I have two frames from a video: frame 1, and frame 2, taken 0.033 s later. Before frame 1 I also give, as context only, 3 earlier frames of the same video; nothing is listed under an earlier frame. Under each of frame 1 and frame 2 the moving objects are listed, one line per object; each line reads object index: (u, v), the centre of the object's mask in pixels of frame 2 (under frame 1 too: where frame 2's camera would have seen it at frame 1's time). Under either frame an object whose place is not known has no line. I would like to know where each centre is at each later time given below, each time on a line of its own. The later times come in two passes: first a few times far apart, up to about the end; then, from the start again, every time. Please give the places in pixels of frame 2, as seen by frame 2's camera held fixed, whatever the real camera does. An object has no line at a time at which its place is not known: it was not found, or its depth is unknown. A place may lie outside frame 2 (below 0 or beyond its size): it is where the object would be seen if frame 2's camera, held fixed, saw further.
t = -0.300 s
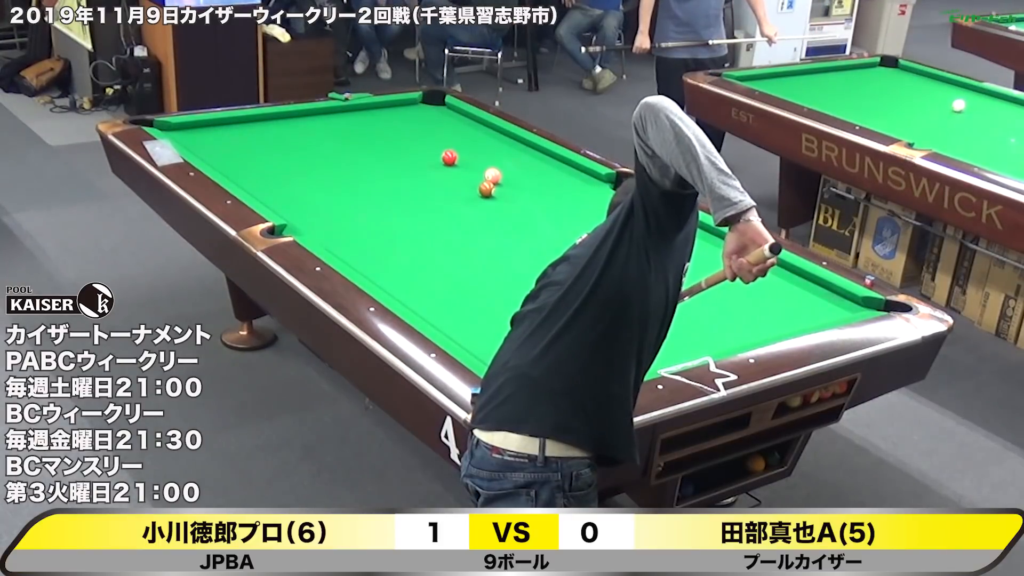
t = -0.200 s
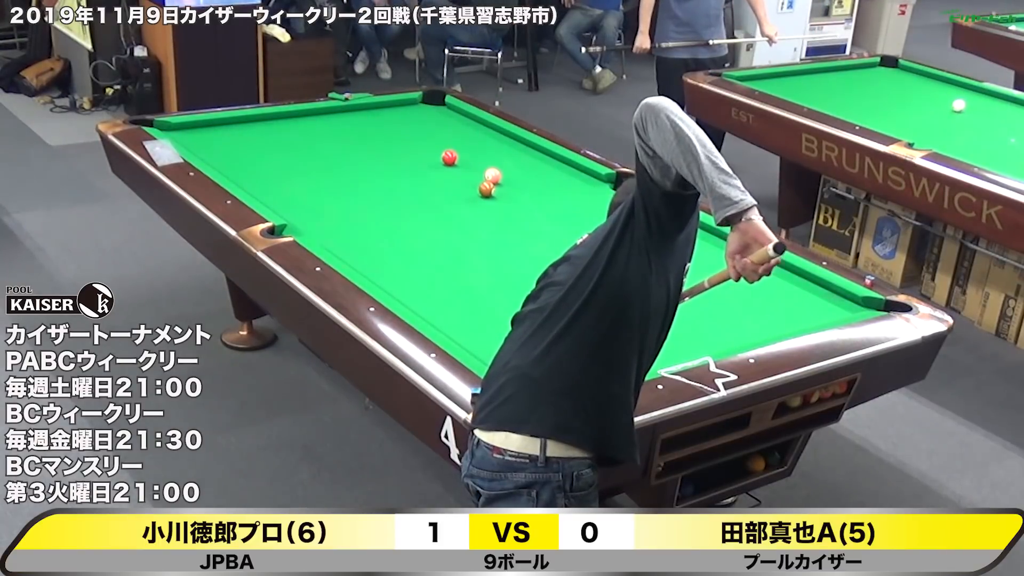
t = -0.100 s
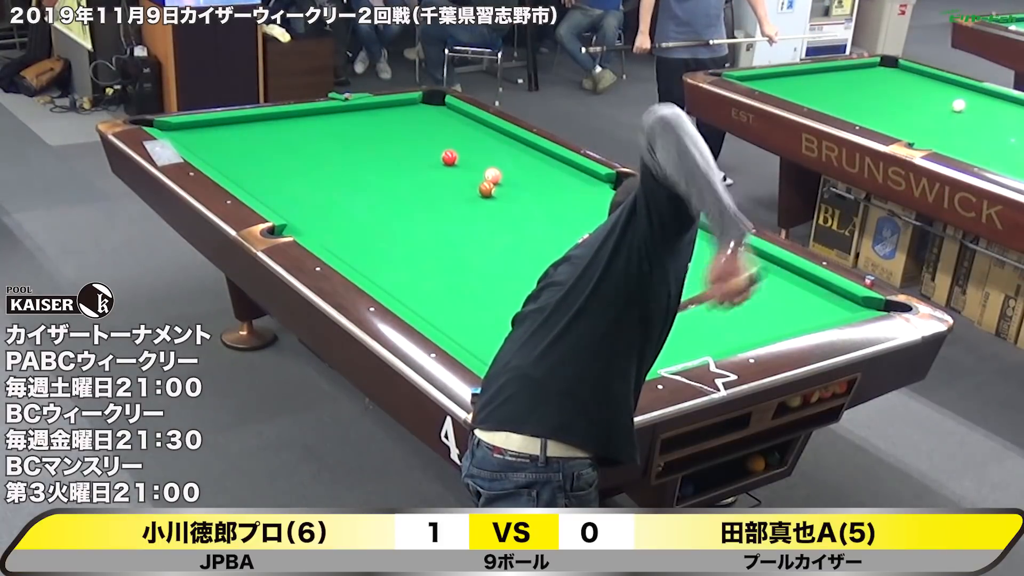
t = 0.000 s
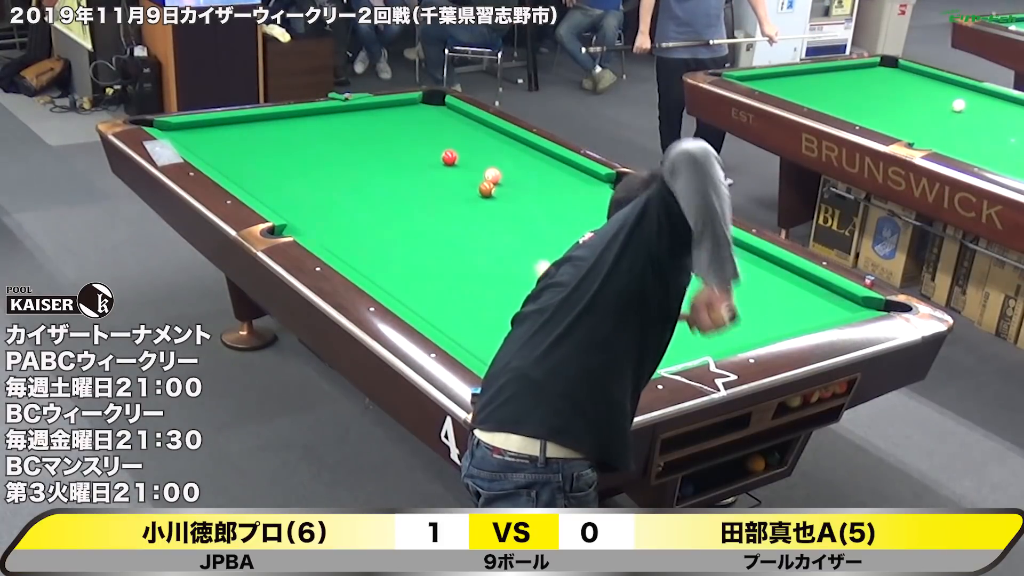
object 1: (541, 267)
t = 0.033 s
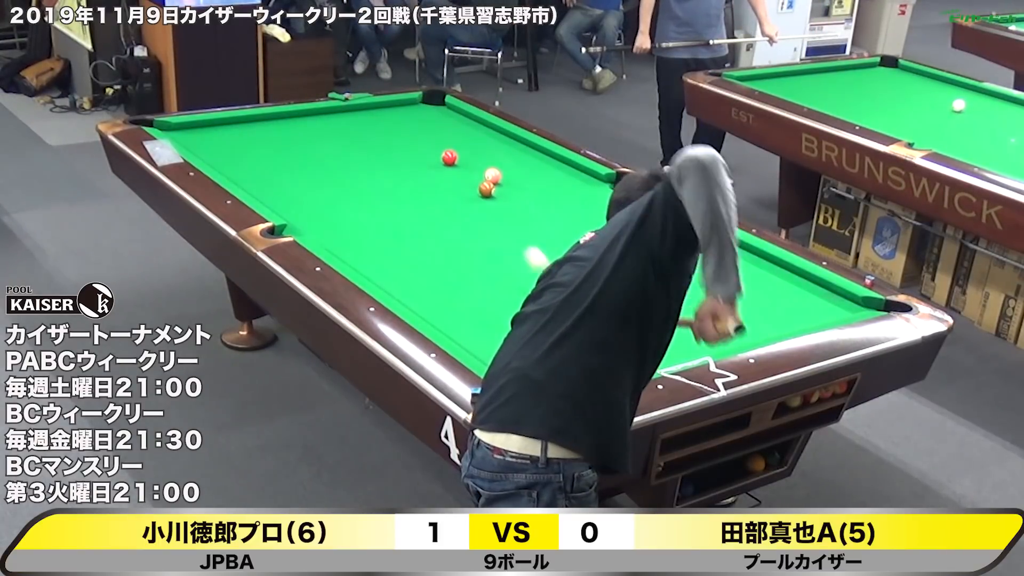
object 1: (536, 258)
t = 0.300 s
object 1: (470, 195)
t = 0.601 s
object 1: (406, 154)
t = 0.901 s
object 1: (341, 138)
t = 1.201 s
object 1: (281, 123)
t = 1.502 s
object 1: (253, 125)
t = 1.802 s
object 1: (246, 136)
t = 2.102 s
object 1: (239, 148)
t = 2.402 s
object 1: (232, 161)
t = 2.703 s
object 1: (226, 171)
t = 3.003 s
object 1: (245, 179)
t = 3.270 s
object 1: (262, 184)
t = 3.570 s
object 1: (281, 189)
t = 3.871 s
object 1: (299, 194)
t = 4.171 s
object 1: (315, 198)
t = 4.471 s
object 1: (330, 202)
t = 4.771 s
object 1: (343, 205)
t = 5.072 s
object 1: (354, 209)
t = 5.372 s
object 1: (364, 211)
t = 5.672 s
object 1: (371, 213)
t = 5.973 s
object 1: (378, 215)
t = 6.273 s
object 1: (382, 216)
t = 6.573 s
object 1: (385, 217)
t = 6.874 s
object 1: (386, 217)
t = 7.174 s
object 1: (386, 217)
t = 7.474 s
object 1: (386, 217)
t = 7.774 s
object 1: (386, 217)
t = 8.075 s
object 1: (386, 217)
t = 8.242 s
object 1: (386, 217)
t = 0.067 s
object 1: (526, 247)
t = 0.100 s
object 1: (517, 242)
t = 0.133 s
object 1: (508, 238)
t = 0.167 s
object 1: (498, 231)
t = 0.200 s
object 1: (491, 218)
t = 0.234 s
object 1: (484, 207)
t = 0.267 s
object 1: (477, 199)
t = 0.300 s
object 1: (470, 195)
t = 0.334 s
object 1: (464, 186)
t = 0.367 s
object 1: (459, 178)
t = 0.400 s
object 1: (453, 172)
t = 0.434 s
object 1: (448, 165)
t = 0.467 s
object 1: (441, 160)
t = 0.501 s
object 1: (432, 158)
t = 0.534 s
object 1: (423, 157)
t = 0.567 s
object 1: (414, 156)
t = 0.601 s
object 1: (406, 154)
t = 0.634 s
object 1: (399, 152)
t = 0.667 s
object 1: (391, 150)
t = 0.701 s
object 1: (384, 149)
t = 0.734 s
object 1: (377, 147)
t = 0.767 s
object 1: (369, 145)
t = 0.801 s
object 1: (362, 143)
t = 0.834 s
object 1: (355, 141)
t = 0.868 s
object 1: (348, 140)
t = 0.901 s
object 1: (341, 138)
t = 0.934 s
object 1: (334, 136)
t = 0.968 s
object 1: (327, 135)
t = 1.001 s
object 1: (320, 133)
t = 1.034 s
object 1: (314, 131)
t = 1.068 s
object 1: (307, 130)
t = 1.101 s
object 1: (300, 128)
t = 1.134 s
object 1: (294, 126)
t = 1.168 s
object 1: (287, 125)
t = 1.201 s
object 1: (281, 123)
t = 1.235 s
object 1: (274, 122)
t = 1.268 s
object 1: (268, 120)
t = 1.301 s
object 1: (261, 118)
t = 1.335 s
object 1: (257, 118)
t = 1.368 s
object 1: (256, 119)
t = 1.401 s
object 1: (255, 121)
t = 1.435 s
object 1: (255, 122)
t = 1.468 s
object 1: (254, 123)
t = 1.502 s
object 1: (253, 125)
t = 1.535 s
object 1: (252, 126)
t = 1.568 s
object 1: (252, 127)
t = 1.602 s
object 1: (251, 128)
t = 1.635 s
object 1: (250, 130)
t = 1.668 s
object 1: (249, 131)
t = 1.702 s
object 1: (249, 132)
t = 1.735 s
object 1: (248, 134)
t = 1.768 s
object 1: (247, 135)
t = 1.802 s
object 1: (246, 136)
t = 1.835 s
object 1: (245, 138)
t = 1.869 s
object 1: (245, 139)
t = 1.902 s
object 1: (244, 140)
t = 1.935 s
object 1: (243, 142)
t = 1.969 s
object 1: (242, 143)
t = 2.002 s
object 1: (242, 144)
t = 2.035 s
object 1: (241, 146)
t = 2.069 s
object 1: (240, 147)
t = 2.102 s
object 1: (239, 148)
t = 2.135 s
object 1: (238, 150)
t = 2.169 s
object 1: (238, 151)
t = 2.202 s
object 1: (237, 153)
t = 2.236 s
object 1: (236, 154)
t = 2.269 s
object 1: (235, 155)
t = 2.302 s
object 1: (235, 157)
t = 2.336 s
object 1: (234, 158)
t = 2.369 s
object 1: (233, 159)
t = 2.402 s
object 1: (232, 161)
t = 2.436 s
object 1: (231, 162)
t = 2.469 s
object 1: (231, 163)
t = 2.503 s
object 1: (230, 165)
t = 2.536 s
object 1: (229, 166)
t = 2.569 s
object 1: (228, 167)
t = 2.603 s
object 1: (228, 169)
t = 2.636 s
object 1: (227, 170)
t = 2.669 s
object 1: (226, 170)
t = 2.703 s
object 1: (226, 171)
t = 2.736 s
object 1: (227, 172)
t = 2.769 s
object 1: (229, 173)
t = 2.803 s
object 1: (232, 174)
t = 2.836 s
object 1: (234, 175)
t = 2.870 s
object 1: (236, 176)
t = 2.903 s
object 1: (238, 177)
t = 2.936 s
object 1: (240, 178)
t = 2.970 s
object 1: (243, 178)
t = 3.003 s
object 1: (245, 179)
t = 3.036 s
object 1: (247, 180)
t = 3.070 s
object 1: (249, 180)
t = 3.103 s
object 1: (251, 181)
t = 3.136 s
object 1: (254, 181)
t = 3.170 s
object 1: (256, 182)
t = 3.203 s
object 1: (258, 183)
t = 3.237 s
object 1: (260, 183)
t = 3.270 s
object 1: (262, 184)
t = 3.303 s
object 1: (265, 184)
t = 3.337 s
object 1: (267, 185)
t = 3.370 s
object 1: (269, 186)
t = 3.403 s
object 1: (271, 186)
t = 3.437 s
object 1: (273, 187)
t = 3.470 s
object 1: (275, 187)
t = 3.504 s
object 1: (277, 188)
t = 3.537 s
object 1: (279, 189)
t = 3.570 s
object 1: (281, 189)
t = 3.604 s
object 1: (283, 190)
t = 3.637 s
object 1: (285, 190)
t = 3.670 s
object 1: (287, 190)
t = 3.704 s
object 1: (289, 191)
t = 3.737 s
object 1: (291, 192)
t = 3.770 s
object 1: (293, 192)
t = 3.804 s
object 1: (295, 193)
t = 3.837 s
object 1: (297, 193)
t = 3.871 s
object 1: (299, 194)
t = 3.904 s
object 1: (301, 194)
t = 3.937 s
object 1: (302, 195)
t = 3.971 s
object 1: (304, 195)
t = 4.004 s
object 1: (306, 196)
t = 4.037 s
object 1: (308, 196)
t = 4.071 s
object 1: (310, 197)
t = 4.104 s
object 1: (311, 197)
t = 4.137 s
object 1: (313, 198)
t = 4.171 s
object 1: (315, 198)
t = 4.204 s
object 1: (317, 199)
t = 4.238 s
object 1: (318, 199)
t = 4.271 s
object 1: (320, 199)
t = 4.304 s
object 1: (322, 200)
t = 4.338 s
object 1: (323, 201)
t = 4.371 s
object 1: (325, 201)
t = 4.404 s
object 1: (327, 201)
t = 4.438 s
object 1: (328, 201)
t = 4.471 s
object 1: (330, 202)
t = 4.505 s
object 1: (331, 203)
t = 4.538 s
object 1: (333, 203)
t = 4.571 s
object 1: (334, 203)
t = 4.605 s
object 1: (336, 204)
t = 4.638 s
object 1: (337, 204)
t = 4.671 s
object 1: (338, 204)
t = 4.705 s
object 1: (340, 205)
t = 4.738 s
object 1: (341, 205)
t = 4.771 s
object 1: (343, 205)
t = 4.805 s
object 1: (344, 206)
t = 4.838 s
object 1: (345, 206)
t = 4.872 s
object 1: (347, 206)
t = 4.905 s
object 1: (348, 207)
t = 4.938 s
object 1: (349, 207)
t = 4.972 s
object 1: (350, 207)
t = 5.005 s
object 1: (352, 208)
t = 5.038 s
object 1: (353, 208)
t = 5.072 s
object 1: (354, 209)
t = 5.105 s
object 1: (355, 209)
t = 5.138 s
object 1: (356, 209)
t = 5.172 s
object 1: (357, 209)
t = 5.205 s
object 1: (359, 210)
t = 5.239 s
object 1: (360, 210)
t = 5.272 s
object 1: (361, 210)
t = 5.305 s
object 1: (362, 211)
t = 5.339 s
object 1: (363, 211)
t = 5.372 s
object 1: (364, 211)
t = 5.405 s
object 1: (365, 211)
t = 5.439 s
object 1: (366, 211)
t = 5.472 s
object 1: (367, 212)
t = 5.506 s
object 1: (367, 212)
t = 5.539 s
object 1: (368, 213)
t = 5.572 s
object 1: (369, 212)
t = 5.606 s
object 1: (370, 213)
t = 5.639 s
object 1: (371, 213)
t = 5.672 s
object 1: (371, 213)
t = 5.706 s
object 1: (372, 213)
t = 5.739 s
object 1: (373, 214)
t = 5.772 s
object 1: (374, 214)
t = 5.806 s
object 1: (374, 214)
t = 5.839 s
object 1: (375, 215)
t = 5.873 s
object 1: (375, 215)
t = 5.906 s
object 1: (376, 215)
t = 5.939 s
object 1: (377, 215)
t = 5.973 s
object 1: (378, 215)
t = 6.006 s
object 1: (378, 215)
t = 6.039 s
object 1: (379, 215)
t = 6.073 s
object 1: (379, 215)
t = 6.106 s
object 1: (380, 215)
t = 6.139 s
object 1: (381, 216)
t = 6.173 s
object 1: (381, 216)
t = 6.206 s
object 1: (381, 216)
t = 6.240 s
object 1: (382, 216)
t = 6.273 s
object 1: (382, 216)
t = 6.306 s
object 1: (383, 216)
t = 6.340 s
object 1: (383, 216)
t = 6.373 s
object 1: (383, 216)
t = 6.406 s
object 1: (384, 216)
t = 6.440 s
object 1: (384, 216)
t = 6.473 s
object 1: (384, 217)
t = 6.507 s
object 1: (384, 217)
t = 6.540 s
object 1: (385, 217)
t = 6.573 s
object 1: (385, 217)
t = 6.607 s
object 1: (385, 217)
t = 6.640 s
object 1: (385, 217)
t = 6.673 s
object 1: (385, 217)
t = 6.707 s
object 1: (385, 217)
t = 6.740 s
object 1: (385, 217)
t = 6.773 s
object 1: (386, 217)
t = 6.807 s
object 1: (386, 217)
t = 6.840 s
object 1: (386, 217)
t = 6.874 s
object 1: (386, 217)
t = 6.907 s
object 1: (386, 217)
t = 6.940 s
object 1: (386, 217)
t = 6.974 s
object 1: (386, 217)
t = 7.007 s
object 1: (386, 217)
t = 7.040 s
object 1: (386, 217)
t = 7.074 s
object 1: (386, 217)
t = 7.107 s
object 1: (386, 217)
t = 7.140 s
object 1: (386, 217)
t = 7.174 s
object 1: (386, 217)
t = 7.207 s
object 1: (386, 217)
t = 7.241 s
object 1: (386, 217)
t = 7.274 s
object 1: (386, 217)
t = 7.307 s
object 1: (386, 217)
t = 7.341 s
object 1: (386, 217)
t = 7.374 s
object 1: (386, 217)
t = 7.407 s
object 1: (386, 217)
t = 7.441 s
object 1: (386, 217)
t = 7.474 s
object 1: (386, 217)
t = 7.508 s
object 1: (386, 217)
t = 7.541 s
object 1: (386, 217)
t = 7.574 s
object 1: (386, 217)
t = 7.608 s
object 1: (386, 217)
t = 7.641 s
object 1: (386, 217)
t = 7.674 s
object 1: (386, 217)
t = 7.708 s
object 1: (386, 217)
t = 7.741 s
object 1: (386, 217)
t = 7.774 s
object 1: (386, 217)
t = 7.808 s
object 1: (386, 217)
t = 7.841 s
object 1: (386, 217)
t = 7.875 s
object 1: (386, 217)
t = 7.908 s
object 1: (386, 217)
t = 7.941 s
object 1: (386, 217)
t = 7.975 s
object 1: (386, 217)
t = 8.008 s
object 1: (386, 217)
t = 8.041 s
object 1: (386, 217)
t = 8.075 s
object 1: (386, 217)
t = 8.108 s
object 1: (386, 217)
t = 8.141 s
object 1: (386, 217)
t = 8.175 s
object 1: (386, 217)
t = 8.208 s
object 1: (386, 217)
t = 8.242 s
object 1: (386, 217)
